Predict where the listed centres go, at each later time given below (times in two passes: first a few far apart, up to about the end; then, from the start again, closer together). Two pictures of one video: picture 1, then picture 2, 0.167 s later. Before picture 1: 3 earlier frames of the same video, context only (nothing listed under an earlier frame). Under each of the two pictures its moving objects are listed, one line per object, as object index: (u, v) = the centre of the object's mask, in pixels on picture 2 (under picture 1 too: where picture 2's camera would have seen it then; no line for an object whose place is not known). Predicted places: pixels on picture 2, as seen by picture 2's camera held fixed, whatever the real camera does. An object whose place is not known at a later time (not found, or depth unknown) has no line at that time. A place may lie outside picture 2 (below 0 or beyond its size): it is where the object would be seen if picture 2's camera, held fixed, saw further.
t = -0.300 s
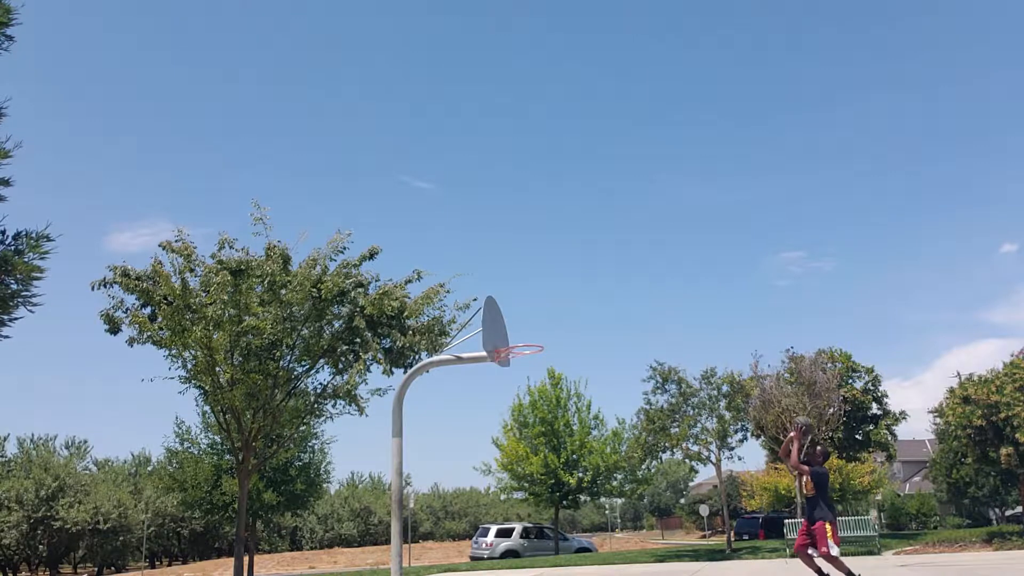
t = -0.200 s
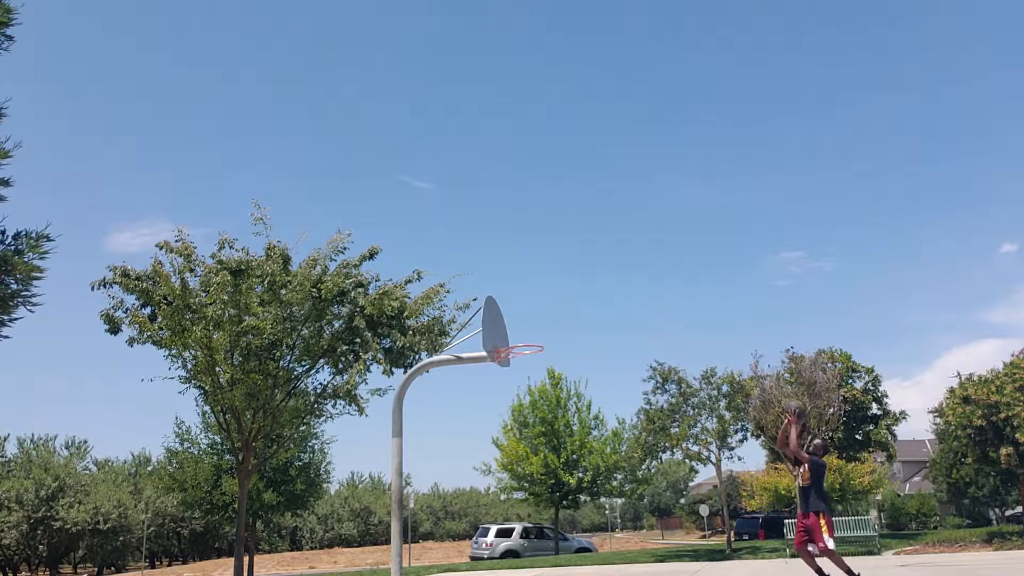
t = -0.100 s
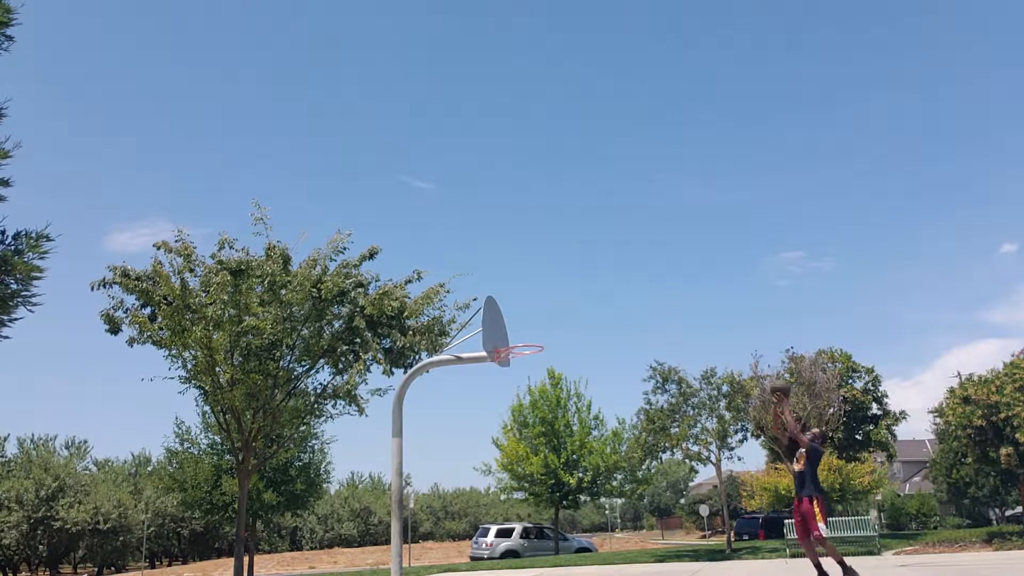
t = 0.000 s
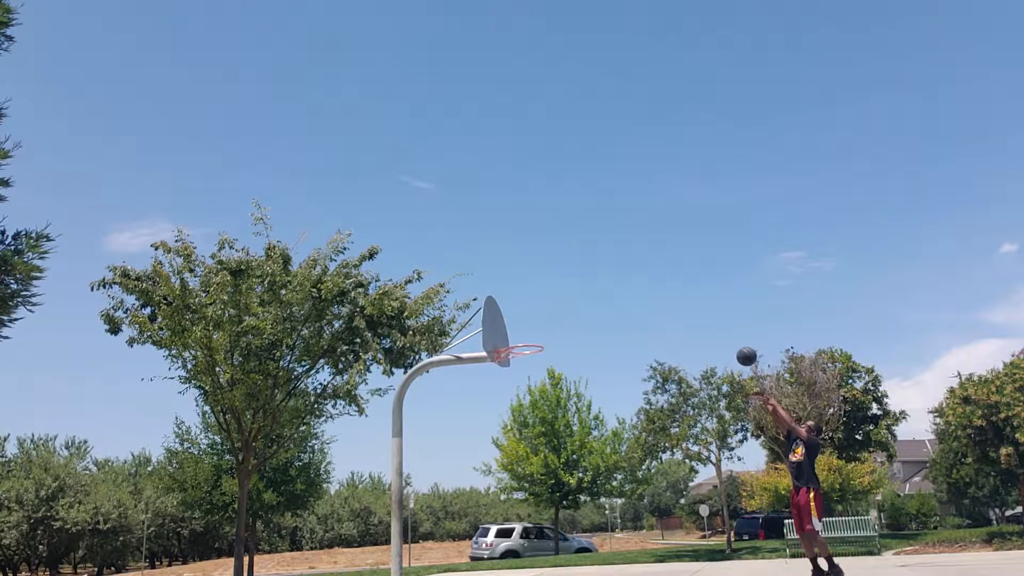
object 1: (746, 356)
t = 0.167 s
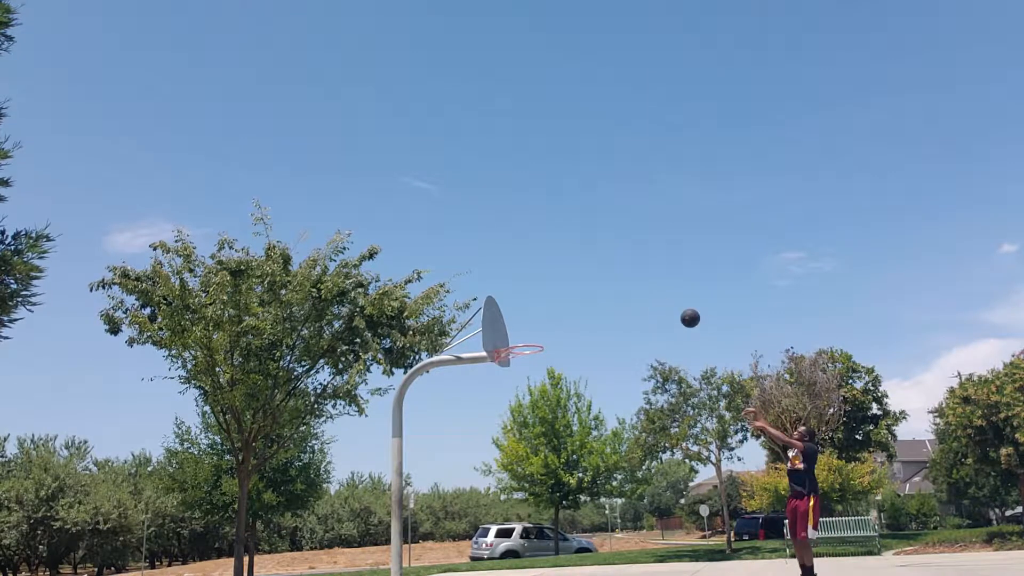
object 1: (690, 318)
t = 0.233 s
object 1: (669, 309)
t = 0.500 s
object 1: (591, 309)
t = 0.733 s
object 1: (534, 333)
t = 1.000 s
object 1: (507, 330)
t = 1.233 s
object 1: (529, 344)
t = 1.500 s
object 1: (516, 368)
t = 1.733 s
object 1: (503, 427)
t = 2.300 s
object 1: (468, 497)
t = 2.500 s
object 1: (454, 452)
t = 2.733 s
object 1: (438, 441)
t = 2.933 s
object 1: (426, 469)
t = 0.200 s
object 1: (679, 313)
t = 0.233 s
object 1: (669, 309)
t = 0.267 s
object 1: (659, 306)
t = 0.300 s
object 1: (649, 304)
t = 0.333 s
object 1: (638, 303)
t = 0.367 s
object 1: (629, 302)
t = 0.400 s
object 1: (619, 303)
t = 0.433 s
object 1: (610, 304)
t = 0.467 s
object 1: (600, 306)
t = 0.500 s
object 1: (591, 309)
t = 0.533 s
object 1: (582, 313)
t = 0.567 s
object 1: (572, 317)
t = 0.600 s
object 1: (563, 322)
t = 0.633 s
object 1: (554, 328)
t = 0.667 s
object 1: (545, 335)
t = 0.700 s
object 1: (539, 336)
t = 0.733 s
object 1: (534, 333)
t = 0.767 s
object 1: (529, 330)
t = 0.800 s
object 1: (525, 328)
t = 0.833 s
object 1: (520, 327)
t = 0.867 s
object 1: (515, 327)
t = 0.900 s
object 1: (511, 327)
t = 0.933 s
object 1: (506, 329)
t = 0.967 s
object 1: (503, 330)
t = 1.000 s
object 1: (507, 330)
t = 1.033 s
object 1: (510, 330)
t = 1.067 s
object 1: (515, 331)
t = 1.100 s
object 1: (519, 333)
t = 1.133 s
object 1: (523, 335)
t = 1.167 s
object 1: (527, 337)
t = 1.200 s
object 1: (530, 342)
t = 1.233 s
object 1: (529, 344)
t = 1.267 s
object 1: (528, 345)
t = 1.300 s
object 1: (527, 349)
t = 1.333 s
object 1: (527, 353)
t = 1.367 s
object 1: (525, 354)
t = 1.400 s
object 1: (522, 356)
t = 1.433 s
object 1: (520, 359)
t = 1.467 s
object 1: (518, 363)
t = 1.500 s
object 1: (516, 368)
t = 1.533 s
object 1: (514, 373)
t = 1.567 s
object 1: (512, 380)
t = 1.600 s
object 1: (510, 387)
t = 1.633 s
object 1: (509, 396)
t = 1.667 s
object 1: (507, 405)
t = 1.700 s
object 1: (504, 416)
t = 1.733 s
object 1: (503, 427)
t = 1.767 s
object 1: (501, 440)
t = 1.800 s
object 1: (500, 453)
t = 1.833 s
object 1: (498, 468)
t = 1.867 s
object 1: (496, 484)
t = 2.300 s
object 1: (468, 497)
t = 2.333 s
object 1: (465, 488)
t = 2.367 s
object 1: (463, 479)
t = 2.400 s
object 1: (460, 471)
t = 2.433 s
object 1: (458, 463)
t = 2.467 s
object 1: (456, 457)
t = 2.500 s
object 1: (454, 452)
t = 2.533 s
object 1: (451, 448)
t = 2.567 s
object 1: (449, 444)
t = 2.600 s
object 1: (447, 442)
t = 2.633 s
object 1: (445, 440)
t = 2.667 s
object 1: (443, 440)
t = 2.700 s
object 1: (441, 440)
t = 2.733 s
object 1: (438, 441)
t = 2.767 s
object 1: (436, 443)
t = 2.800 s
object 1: (434, 446)
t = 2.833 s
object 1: (432, 451)
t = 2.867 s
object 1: (430, 456)
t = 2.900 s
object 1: (428, 462)
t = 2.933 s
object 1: (426, 469)
